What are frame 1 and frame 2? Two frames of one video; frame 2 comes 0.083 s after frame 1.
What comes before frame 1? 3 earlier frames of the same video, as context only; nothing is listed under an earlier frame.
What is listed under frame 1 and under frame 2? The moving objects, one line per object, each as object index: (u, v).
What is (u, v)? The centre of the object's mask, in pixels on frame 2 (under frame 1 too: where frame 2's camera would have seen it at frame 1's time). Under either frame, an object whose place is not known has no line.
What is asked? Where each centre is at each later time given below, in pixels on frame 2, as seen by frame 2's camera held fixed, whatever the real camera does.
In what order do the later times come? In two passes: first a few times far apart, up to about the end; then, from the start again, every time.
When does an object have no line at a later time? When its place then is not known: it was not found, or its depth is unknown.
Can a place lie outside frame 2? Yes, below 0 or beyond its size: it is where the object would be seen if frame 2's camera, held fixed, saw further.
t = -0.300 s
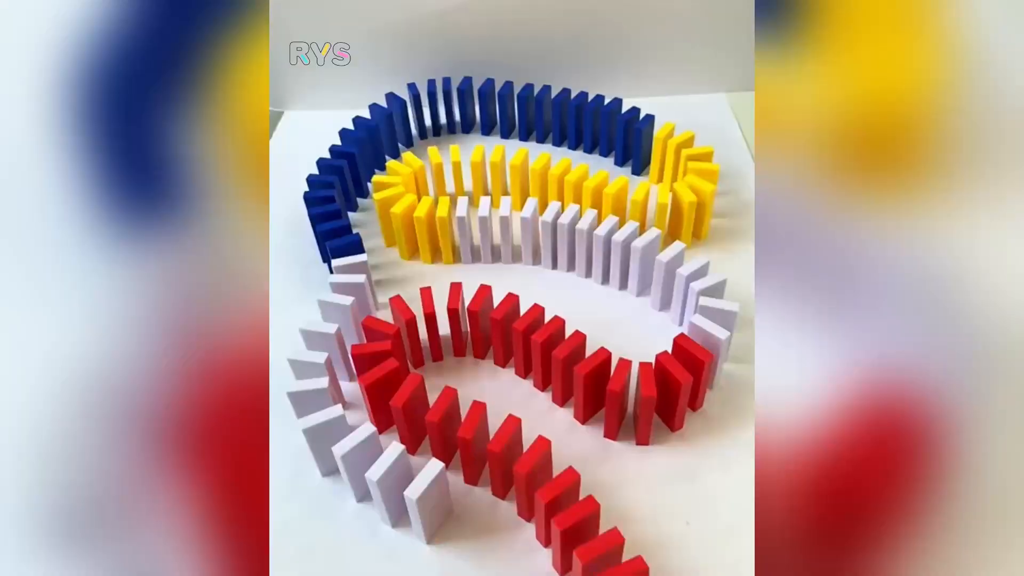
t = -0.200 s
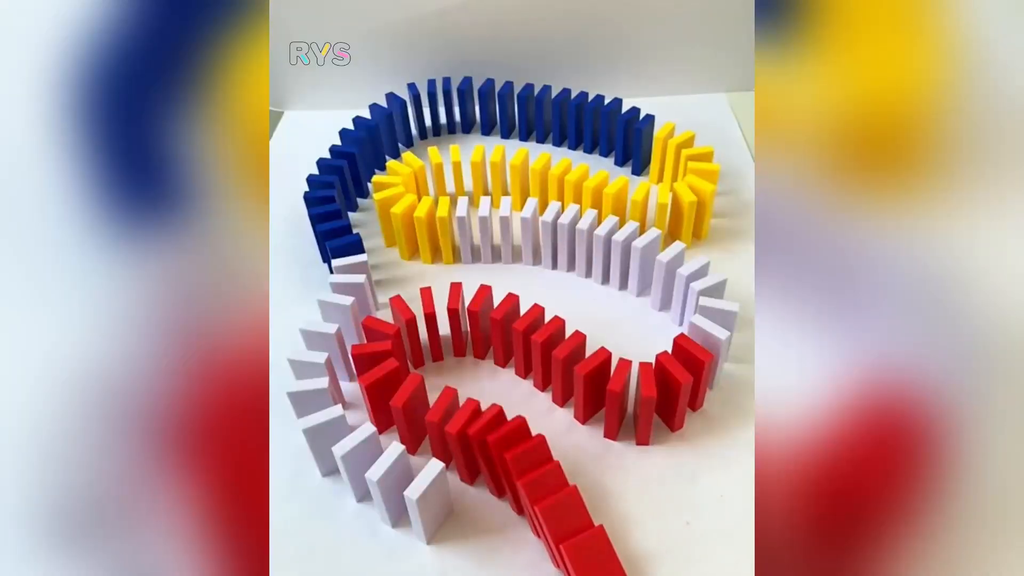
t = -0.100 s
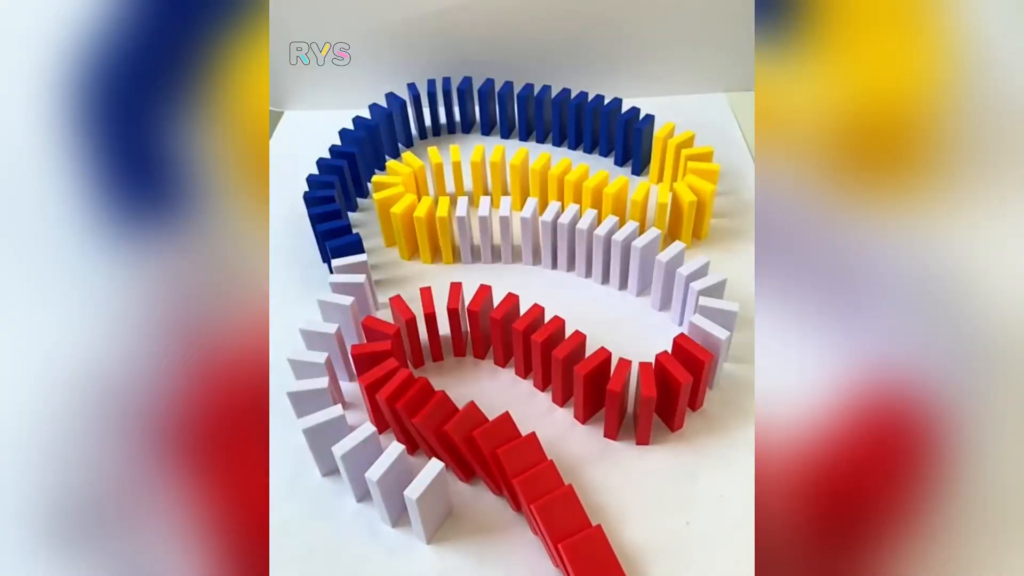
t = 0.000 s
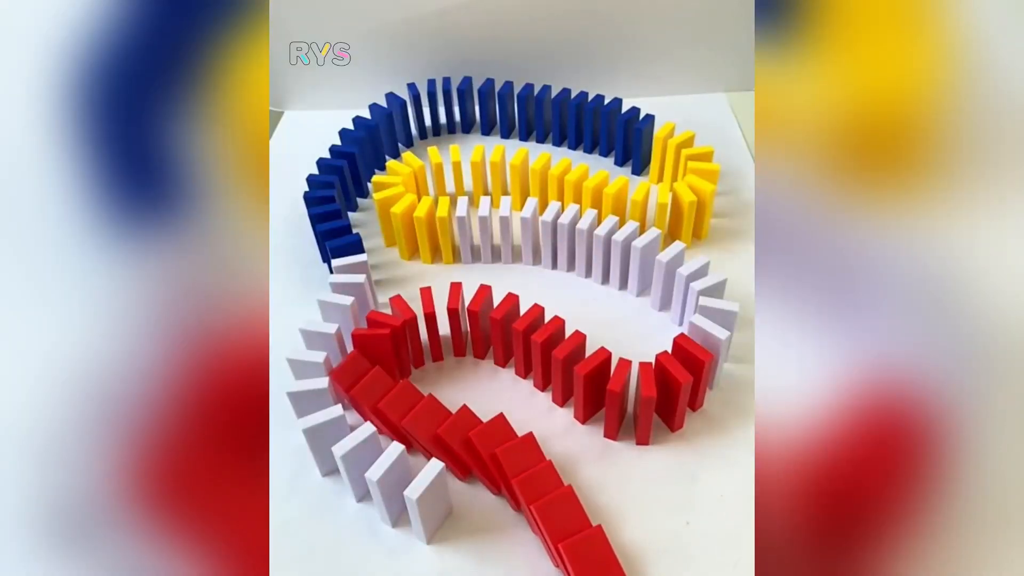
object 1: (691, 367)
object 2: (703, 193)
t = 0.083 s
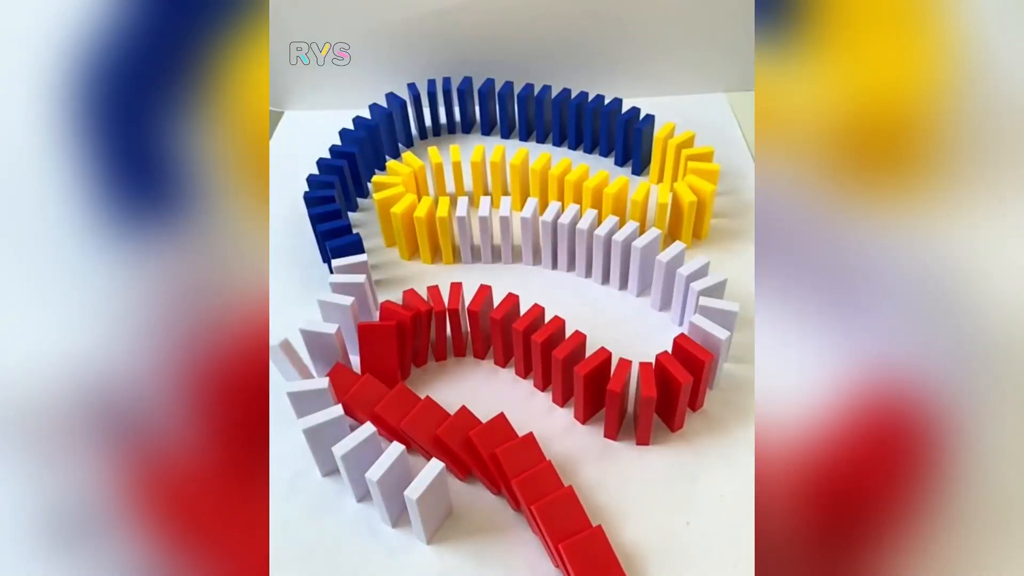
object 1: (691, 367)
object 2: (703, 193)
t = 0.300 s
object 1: (691, 366)
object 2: (703, 192)
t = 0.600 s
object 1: (711, 339)
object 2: (703, 192)
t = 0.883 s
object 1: (719, 352)
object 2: (703, 193)
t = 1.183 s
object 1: (718, 352)
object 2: (703, 193)
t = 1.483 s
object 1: (718, 352)
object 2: (703, 193)
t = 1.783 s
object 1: (718, 352)
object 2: (703, 193)
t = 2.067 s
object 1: (718, 352)
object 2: (698, 181)
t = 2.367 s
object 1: (718, 352)
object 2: (697, 184)
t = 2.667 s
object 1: (718, 352)
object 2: (697, 185)
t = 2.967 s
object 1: (718, 352)
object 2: (697, 185)
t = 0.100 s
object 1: (691, 367)
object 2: (703, 193)
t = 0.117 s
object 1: (691, 367)
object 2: (703, 192)
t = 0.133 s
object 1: (691, 367)
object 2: (703, 193)
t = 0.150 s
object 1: (691, 367)
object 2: (703, 193)
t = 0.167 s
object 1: (691, 367)
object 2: (702, 193)
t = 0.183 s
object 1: (691, 367)
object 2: (703, 192)
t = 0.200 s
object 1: (691, 366)
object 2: (702, 193)
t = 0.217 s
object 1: (691, 366)
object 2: (703, 192)
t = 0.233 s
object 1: (691, 367)
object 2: (702, 193)
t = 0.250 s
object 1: (691, 367)
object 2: (703, 192)
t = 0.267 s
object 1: (691, 366)
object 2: (703, 192)
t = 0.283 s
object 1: (691, 367)
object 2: (703, 193)
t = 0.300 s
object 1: (691, 366)
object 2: (703, 192)
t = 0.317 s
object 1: (691, 366)
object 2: (703, 193)
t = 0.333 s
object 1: (691, 367)
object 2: (703, 192)
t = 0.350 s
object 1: (691, 367)
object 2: (703, 192)
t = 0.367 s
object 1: (691, 367)
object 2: (703, 193)
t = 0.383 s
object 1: (692, 367)
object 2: (703, 192)
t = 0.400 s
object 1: (691, 366)
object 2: (702, 193)
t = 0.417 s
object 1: (694, 367)
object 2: (702, 193)
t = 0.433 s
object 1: (694, 366)
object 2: (702, 193)
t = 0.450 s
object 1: (695, 365)
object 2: (703, 192)
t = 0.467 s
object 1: (696, 364)
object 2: (703, 193)
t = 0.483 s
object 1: (698, 361)
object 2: (702, 193)
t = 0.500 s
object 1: (696, 348)
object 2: (702, 193)
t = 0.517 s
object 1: (698, 346)
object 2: (702, 193)
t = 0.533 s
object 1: (703, 344)
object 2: (703, 192)
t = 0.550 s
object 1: (706, 342)
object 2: (702, 193)
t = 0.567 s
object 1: (707, 341)
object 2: (703, 193)
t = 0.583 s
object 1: (710, 340)
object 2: (702, 193)
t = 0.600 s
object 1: (711, 339)
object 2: (703, 192)
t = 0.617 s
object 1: (712, 338)
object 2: (703, 192)
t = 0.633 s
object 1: (714, 338)
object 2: (703, 193)
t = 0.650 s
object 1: (714, 338)
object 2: (703, 192)
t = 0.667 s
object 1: (715, 338)
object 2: (703, 193)
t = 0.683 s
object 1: (716, 338)
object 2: (702, 193)
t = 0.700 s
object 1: (716, 347)
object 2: (702, 193)
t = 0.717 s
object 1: (716, 347)
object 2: (703, 193)
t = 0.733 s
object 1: (717, 348)
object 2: (703, 192)
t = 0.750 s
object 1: (717, 349)
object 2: (703, 193)
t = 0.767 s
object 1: (718, 349)
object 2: (702, 193)
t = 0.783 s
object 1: (719, 350)
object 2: (703, 193)
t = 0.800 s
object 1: (719, 350)
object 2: (703, 193)
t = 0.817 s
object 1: (719, 351)
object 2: (702, 193)
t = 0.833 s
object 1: (719, 352)
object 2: (703, 193)
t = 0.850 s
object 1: (719, 352)
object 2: (703, 193)
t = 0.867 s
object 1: (719, 352)
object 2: (703, 193)
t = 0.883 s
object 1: (719, 352)
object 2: (703, 193)
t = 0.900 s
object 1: (719, 352)
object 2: (703, 193)
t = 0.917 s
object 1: (719, 352)
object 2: (703, 193)
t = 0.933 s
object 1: (719, 352)
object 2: (703, 193)
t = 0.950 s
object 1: (719, 352)
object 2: (703, 193)
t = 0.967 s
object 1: (719, 352)
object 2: (703, 193)
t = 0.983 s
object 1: (719, 352)
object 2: (703, 193)
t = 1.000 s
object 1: (719, 352)
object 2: (703, 193)
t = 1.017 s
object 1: (718, 352)
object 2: (703, 193)
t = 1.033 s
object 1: (718, 352)
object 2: (703, 193)
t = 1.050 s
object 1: (718, 352)
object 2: (703, 193)
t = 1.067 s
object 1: (718, 352)
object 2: (703, 193)
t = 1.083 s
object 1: (718, 352)
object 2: (703, 193)
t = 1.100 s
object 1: (718, 352)
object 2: (703, 193)
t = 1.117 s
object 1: (718, 352)
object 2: (703, 193)
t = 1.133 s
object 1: (718, 352)
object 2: (703, 193)
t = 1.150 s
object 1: (718, 352)
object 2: (703, 193)
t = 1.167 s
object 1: (718, 352)
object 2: (703, 193)
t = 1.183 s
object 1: (718, 352)
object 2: (703, 193)
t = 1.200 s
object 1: (718, 352)
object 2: (703, 193)
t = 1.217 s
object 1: (718, 352)
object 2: (703, 193)
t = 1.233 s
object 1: (718, 352)
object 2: (703, 193)
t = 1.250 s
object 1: (718, 352)
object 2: (703, 193)
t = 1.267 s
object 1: (718, 352)
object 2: (703, 193)
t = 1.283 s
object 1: (718, 352)
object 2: (702, 193)
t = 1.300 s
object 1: (718, 351)
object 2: (703, 193)
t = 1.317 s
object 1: (718, 352)
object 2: (703, 192)
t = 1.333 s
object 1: (718, 352)
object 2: (702, 193)
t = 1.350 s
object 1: (718, 352)
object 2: (703, 193)
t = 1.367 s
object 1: (718, 352)
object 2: (703, 193)
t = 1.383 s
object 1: (718, 352)
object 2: (703, 193)
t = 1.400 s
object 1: (718, 352)
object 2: (702, 193)
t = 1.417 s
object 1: (718, 352)
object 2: (703, 193)
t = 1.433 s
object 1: (718, 352)
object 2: (703, 193)
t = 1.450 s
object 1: (718, 352)
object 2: (703, 193)
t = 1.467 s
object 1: (718, 352)
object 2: (703, 193)
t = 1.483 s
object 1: (718, 352)
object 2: (703, 193)
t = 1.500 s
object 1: (718, 352)
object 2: (703, 193)
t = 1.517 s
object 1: (718, 352)
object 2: (703, 193)
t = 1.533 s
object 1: (718, 352)
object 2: (703, 193)
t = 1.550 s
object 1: (718, 352)
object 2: (703, 193)
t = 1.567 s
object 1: (718, 352)
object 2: (703, 193)
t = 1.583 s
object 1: (718, 352)
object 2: (703, 193)
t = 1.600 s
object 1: (718, 352)
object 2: (703, 193)
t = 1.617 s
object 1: (718, 352)
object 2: (703, 193)
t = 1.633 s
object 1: (718, 352)
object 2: (703, 193)
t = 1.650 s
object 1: (718, 352)
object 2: (703, 193)
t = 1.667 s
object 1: (718, 352)
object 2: (703, 193)
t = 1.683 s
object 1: (718, 352)
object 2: (703, 193)
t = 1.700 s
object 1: (718, 352)
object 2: (703, 193)
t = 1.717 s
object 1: (718, 352)
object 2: (703, 193)
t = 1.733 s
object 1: (718, 352)
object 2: (703, 193)
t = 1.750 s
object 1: (718, 352)
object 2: (703, 193)
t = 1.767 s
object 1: (718, 352)
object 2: (703, 193)
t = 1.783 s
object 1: (718, 352)
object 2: (703, 193)
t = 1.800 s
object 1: (718, 352)
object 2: (704, 192)
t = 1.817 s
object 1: (718, 352)
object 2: (705, 192)
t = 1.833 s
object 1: (718, 352)
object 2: (706, 190)
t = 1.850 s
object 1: (718, 352)
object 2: (706, 186)
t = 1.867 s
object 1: (718, 352)
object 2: (705, 177)
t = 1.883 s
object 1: (718, 352)
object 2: (706, 176)
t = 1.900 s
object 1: (718, 352)
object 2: (705, 176)
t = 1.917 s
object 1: (718, 352)
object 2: (705, 177)
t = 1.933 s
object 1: (718, 352)
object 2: (697, 175)
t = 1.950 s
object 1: (718, 352)
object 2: (698, 176)
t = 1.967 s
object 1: (718, 352)
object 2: (698, 177)
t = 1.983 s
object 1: (718, 352)
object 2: (698, 179)
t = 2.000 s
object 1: (718, 352)
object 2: (698, 179)
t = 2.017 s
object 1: (718, 352)
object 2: (698, 179)
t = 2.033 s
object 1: (718, 352)
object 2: (698, 180)
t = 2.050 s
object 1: (718, 352)
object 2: (698, 181)
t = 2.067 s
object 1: (718, 352)
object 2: (698, 181)
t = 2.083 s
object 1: (718, 352)
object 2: (697, 181)
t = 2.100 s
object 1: (718, 352)
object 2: (697, 181)
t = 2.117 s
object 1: (718, 352)
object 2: (697, 182)
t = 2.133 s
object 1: (718, 352)
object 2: (697, 183)
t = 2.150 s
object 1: (718, 352)
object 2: (697, 183)
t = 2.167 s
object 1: (718, 352)
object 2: (697, 183)
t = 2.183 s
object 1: (718, 352)
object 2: (697, 184)
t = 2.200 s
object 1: (718, 352)
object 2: (697, 184)
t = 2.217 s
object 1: (718, 352)
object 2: (696, 184)
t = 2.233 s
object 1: (718, 352)
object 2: (696, 184)
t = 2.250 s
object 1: (718, 352)
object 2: (696, 184)
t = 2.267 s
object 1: (718, 352)
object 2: (696, 184)
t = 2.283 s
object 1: (718, 352)
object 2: (696, 184)
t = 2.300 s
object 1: (718, 352)
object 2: (696, 184)
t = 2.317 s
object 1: (718, 352)
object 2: (696, 184)
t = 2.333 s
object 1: (718, 352)
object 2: (696, 184)
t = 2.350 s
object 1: (718, 352)
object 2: (697, 184)
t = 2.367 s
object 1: (718, 352)
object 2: (697, 184)
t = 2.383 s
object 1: (718, 352)
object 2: (697, 184)
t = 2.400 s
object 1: (718, 352)
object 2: (697, 184)
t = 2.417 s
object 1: (718, 352)
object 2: (697, 184)
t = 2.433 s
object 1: (718, 352)
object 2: (697, 184)
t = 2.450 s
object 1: (718, 352)
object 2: (697, 184)
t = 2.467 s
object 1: (718, 352)
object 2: (697, 184)
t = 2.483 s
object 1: (718, 352)
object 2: (697, 184)
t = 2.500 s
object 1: (718, 352)
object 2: (697, 184)
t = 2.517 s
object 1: (718, 352)
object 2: (697, 185)
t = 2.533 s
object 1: (718, 352)
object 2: (697, 185)
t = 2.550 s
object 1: (718, 352)
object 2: (697, 185)
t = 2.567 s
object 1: (718, 352)
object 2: (697, 185)
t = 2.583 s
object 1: (718, 352)
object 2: (697, 185)
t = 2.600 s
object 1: (718, 352)
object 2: (697, 185)
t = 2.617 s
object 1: (718, 352)
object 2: (697, 185)
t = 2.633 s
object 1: (718, 352)
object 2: (697, 185)
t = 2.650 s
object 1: (718, 352)
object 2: (697, 185)
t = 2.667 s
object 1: (718, 352)
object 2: (697, 185)
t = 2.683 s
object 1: (718, 352)
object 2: (697, 185)
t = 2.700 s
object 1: (718, 352)
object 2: (697, 185)
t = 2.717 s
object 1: (718, 352)
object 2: (697, 185)
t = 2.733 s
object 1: (718, 352)
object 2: (697, 185)
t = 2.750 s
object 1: (718, 352)
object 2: (697, 185)
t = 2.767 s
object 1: (718, 352)
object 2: (697, 185)
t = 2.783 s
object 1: (718, 352)
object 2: (697, 185)
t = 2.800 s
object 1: (718, 352)
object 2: (697, 185)
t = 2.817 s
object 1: (718, 352)
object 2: (697, 185)
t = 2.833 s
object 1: (718, 352)
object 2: (697, 185)
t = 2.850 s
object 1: (718, 352)
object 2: (697, 185)
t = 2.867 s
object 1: (718, 352)
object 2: (697, 185)
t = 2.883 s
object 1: (718, 352)
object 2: (697, 185)
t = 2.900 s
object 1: (718, 352)
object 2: (697, 185)
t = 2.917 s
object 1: (718, 352)
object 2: (697, 185)
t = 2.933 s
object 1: (718, 352)
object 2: (697, 185)
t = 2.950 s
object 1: (718, 352)
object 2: (697, 185)
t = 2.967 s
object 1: (718, 352)
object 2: (697, 185)
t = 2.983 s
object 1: (718, 352)
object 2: (697, 185)
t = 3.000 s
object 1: (718, 352)
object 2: (697, 185)
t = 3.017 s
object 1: (718, 352)
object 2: (697, 185)
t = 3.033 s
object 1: (718, 352)
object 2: (697, 185)
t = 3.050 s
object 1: (718, 352)
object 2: (697, 185)
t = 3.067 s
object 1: (718, 352)
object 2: (697, 185)
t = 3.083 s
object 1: (718, 352)
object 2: (697, 185)
